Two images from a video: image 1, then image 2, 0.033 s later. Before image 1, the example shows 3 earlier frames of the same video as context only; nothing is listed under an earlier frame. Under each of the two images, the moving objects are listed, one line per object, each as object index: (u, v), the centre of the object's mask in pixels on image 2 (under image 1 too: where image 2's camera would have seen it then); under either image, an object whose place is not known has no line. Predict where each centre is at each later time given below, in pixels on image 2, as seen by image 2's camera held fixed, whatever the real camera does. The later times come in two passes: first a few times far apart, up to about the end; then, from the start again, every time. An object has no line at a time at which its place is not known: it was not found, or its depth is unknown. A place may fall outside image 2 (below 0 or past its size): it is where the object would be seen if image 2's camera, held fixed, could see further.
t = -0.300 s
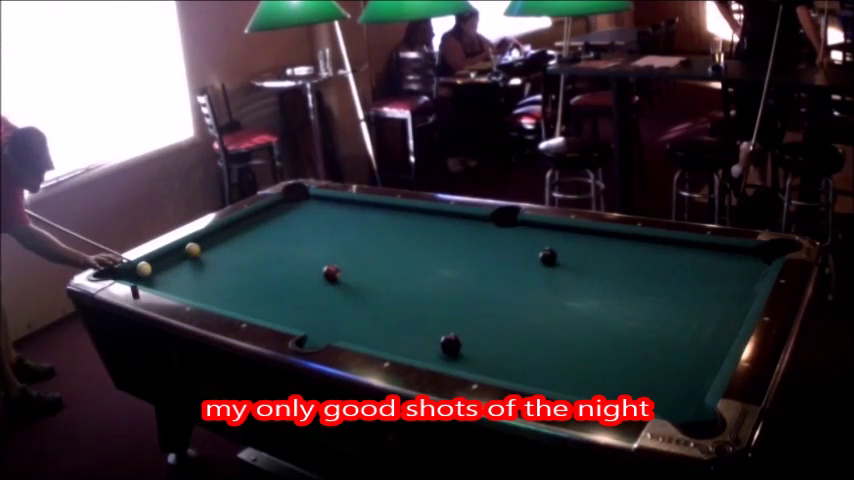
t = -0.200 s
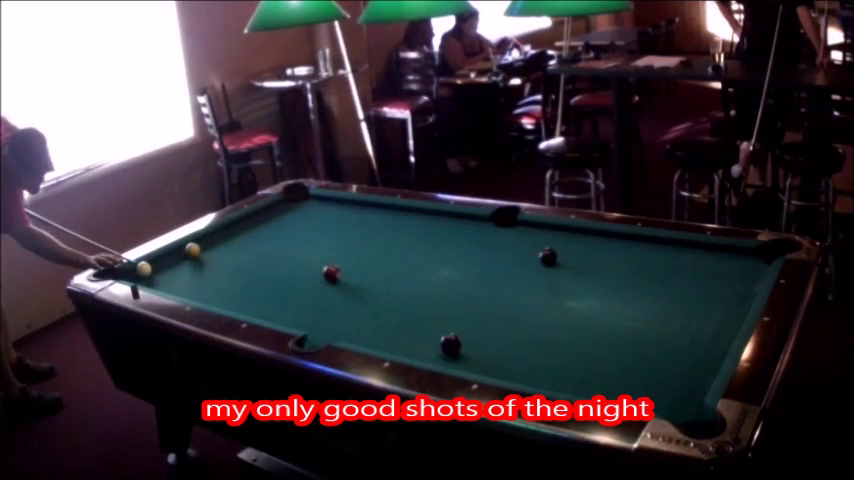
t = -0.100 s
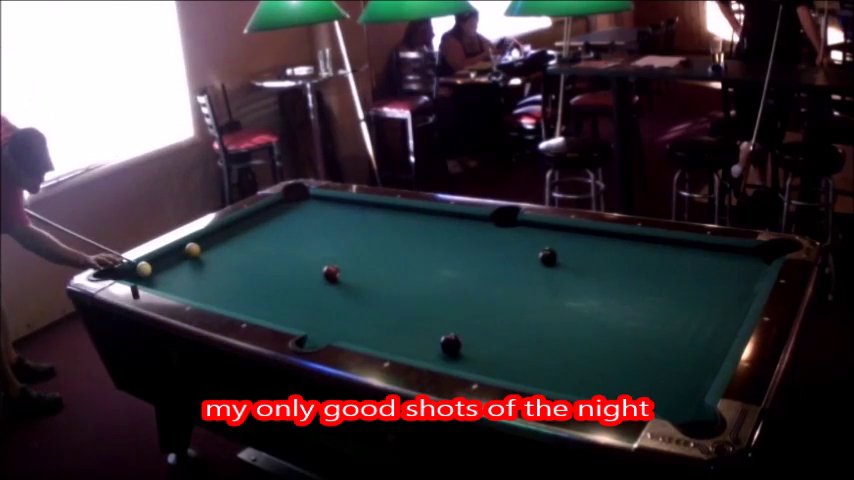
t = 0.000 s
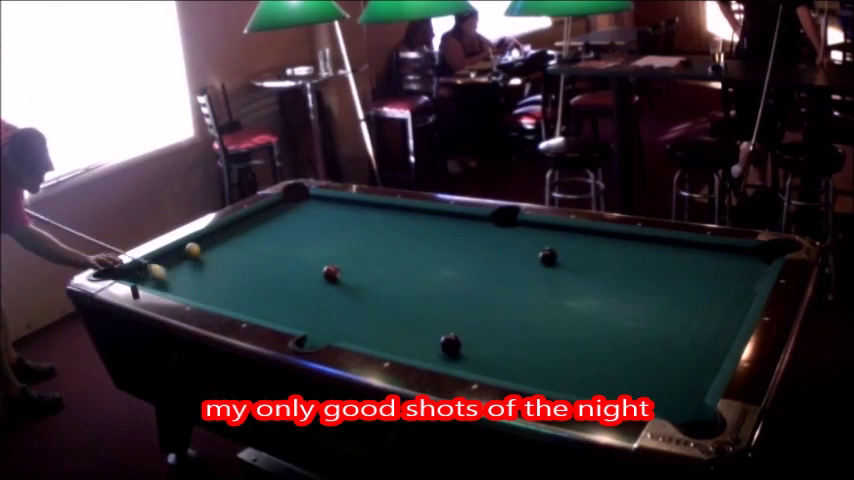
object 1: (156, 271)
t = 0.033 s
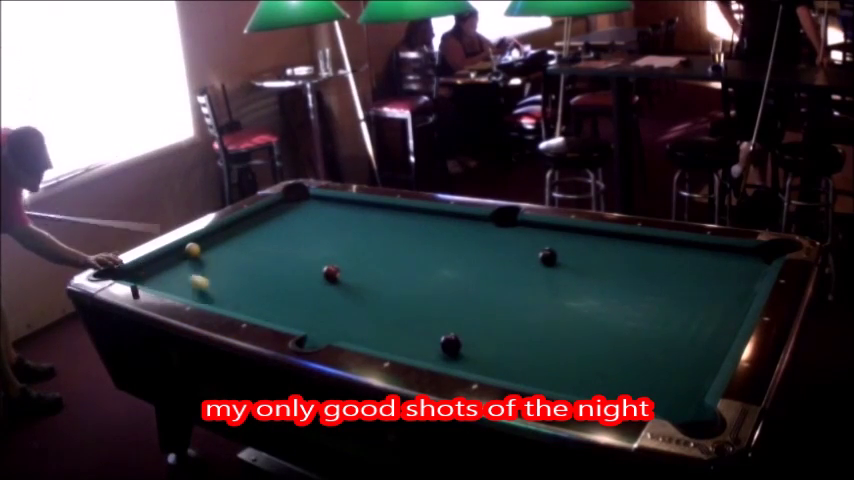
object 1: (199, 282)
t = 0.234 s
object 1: (472, 335)
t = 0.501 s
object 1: (639, 329)
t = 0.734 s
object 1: (728, 320)
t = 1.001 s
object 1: (699, 305)
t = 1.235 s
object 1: (695, 303)
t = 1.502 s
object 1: (695, 304)
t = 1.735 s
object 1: (695, 304)
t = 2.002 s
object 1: (695, 304)
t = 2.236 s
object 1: (694, 303)
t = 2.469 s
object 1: (695, 304)
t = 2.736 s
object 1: (695, 304)
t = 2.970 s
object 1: (695, 304)
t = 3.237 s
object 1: (695, 304)
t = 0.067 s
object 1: (247, 294)
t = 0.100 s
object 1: (302, 307)
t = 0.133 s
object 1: (362, 320)
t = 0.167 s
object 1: (427, 334)
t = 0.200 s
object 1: (449, 335)
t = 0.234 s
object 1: (472, 335)
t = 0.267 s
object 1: (495, 335)
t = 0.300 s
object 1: (518, 334)
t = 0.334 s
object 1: (540, 334)
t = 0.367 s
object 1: (561, 333)
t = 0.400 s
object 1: (581, 332)
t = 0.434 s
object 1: (601, 331)
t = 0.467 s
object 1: (620, 330)
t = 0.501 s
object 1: (639, 329)
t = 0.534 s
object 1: (656, 328)
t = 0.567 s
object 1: (673, 327)
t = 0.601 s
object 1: (689, 326)
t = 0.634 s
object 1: (704, 325)
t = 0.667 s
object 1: (718, 324)
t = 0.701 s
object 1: (731, 322)
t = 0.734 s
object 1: (728, 320)
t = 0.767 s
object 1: (723, 318)
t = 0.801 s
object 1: (719, 316)
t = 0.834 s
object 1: (714, 314)
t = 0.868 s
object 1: (710, 311)
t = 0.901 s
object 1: (707, 310)
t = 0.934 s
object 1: (704, 308)
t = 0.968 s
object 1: (701, 306)
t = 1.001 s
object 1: (699, 305)
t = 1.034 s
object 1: (697, 305)
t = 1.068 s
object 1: (696, 304)
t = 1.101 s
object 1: (695, 304)
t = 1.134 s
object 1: (695, 303)
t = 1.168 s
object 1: (695, 303)
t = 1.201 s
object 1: (695, 303)
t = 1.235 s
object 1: (695, 303)
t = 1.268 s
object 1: (695, 304)
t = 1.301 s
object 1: (695, 304)
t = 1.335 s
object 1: (695, 304)
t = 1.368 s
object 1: (695, 304)
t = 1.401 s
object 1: (695, 304)
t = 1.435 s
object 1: (695, 304)
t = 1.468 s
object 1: (695, 304)
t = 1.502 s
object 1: (695, 304)
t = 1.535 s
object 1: (695, 304)
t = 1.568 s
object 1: (695, 304)
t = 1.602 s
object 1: (695, 304)
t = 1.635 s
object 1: (695, 304)
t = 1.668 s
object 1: (695, 304)
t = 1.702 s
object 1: (695, 304)
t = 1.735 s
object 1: (695, 304)
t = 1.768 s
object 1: (695, 304)
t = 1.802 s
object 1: (695, 304)
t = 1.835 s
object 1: (695, 304)
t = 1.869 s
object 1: (695, 304)
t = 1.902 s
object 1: (695, 304)
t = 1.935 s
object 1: (695, 304)
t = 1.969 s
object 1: (695, 304)
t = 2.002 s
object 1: (695, 304)
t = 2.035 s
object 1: (695, 304)
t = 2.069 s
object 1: (695, 304)
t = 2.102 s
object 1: (695, 304)
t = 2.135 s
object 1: (695, 304)
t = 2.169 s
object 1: (695, 304)
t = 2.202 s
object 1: (695, 304)
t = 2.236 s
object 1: (694, 303)
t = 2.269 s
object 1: (695, 303)
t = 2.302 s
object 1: (695, 304)
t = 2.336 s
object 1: (695, 304)
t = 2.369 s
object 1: (695, 304)
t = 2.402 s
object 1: (695, 304)
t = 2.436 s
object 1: (695, 304)
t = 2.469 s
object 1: (695, 304)
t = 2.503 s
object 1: (695, 304)
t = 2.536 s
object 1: (695, 304)
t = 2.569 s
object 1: (695, 304)
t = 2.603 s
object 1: (695, 304)
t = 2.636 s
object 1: (695, 304)
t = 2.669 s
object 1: (695, 304)
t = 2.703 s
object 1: (695, 304)
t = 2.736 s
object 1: (695, 304)
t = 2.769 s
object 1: (695, 304)
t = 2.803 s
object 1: (695, 304)
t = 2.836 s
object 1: (695, 304)
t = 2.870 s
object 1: (695, 304)
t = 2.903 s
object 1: (695, 304)
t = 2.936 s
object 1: (695, 304)
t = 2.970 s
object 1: (695, 304)
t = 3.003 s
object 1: (695, 304)
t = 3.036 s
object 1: (695, 304)
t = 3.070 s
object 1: (695, 304)
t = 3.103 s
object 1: (695, 304)
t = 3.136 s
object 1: (695, 304)
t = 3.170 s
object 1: (695, 304)
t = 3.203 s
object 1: (695, 304)
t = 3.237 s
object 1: (695, 304)
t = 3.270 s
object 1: (695, 304)
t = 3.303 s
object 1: (695, 304)
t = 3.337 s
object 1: (695, 304)
